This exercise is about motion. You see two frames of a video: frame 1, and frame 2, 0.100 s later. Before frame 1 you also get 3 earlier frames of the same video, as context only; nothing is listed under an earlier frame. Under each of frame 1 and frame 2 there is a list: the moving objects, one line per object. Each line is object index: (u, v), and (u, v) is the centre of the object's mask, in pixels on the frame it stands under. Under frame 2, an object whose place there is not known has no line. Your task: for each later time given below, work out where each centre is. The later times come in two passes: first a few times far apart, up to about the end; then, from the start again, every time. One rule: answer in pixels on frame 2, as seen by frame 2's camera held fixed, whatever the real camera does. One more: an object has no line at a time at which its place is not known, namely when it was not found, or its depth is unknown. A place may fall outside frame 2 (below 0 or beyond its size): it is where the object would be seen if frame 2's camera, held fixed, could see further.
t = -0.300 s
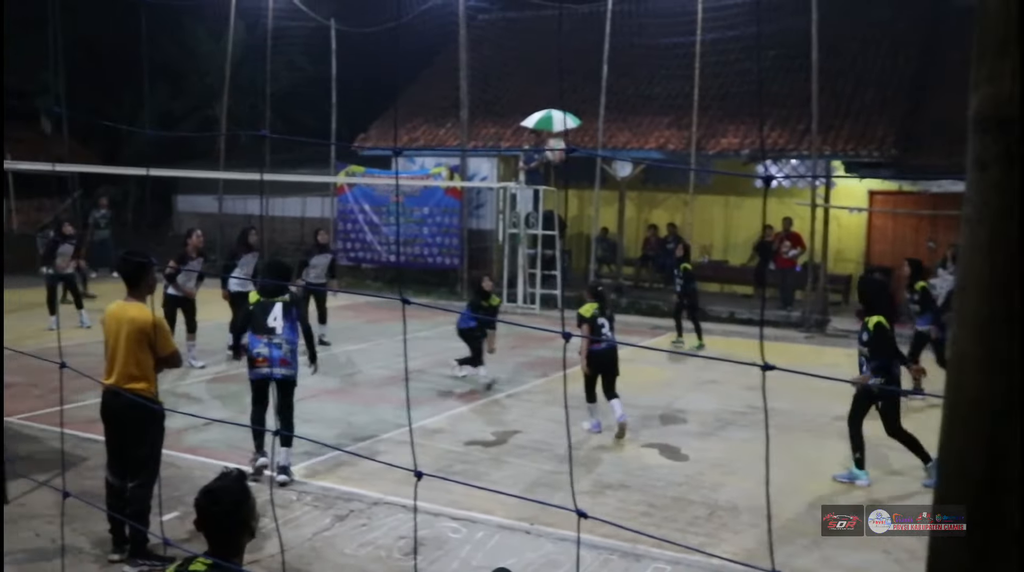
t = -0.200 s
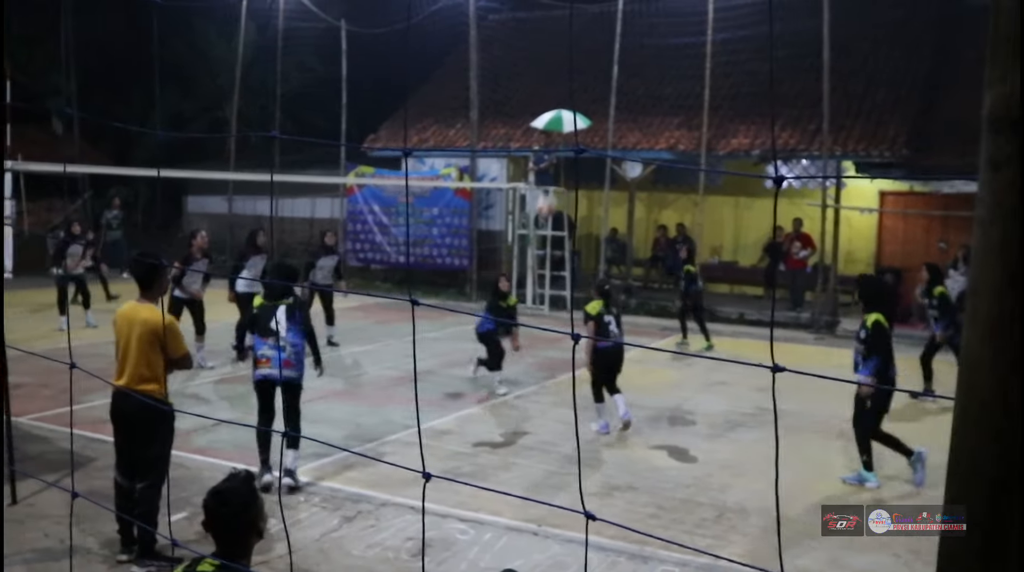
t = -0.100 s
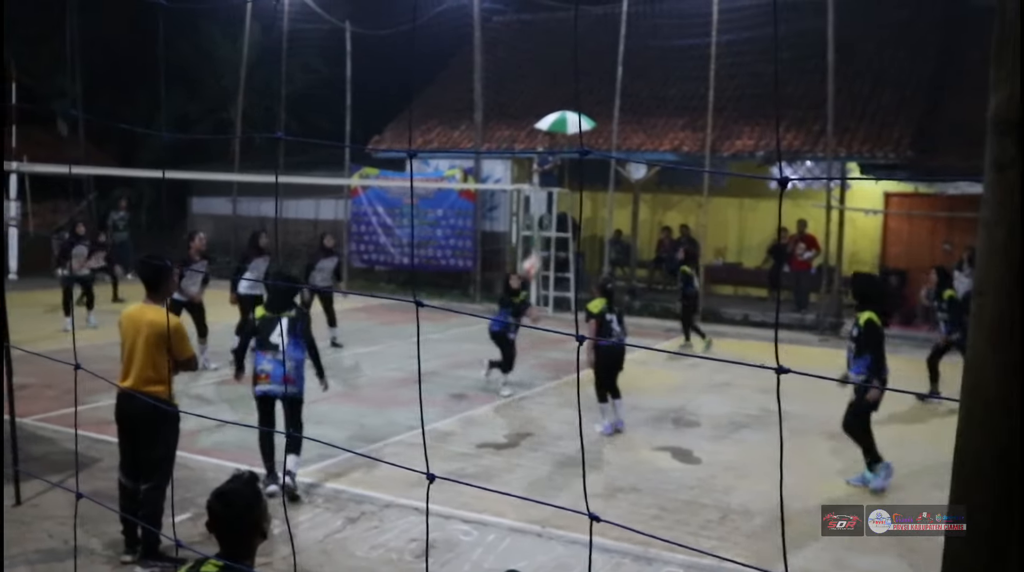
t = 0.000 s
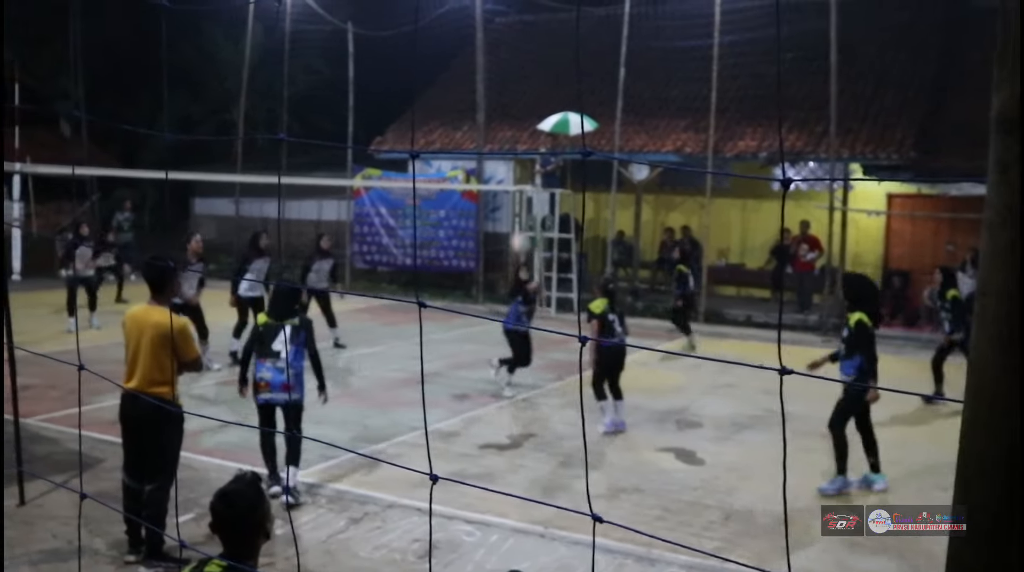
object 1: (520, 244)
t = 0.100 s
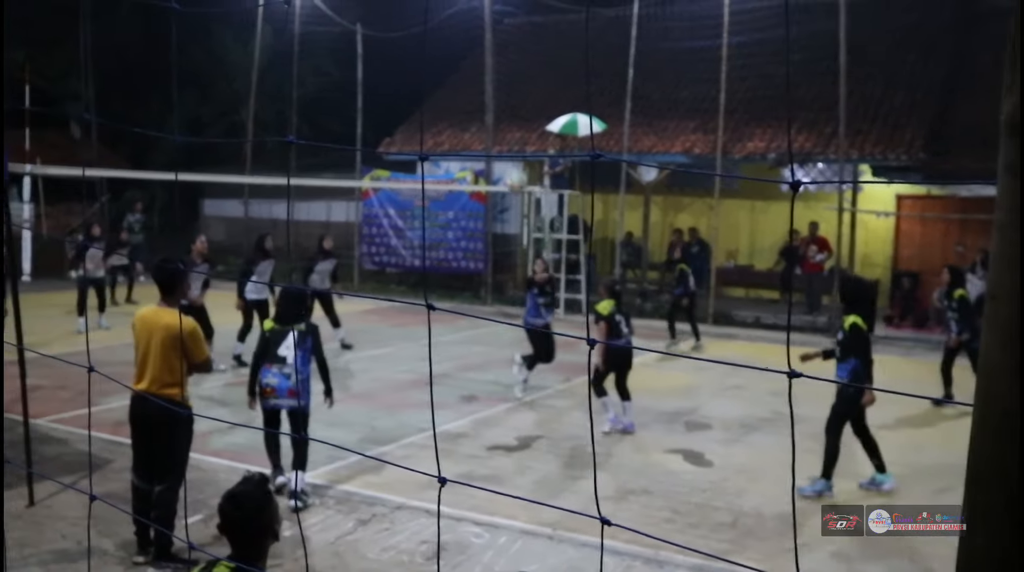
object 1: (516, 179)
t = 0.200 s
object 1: (507, 126)
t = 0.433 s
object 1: (485, 40)
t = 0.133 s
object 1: (513, 161)
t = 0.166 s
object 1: (511, 143)
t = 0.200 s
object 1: (507, 126)
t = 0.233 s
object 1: (503, 111)
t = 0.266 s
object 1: (500, 97)
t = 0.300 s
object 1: (497, 83)
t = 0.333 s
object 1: (494, 70)
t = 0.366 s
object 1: (491, 59)
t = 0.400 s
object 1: (487, 49)
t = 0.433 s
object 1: (485, 40)
